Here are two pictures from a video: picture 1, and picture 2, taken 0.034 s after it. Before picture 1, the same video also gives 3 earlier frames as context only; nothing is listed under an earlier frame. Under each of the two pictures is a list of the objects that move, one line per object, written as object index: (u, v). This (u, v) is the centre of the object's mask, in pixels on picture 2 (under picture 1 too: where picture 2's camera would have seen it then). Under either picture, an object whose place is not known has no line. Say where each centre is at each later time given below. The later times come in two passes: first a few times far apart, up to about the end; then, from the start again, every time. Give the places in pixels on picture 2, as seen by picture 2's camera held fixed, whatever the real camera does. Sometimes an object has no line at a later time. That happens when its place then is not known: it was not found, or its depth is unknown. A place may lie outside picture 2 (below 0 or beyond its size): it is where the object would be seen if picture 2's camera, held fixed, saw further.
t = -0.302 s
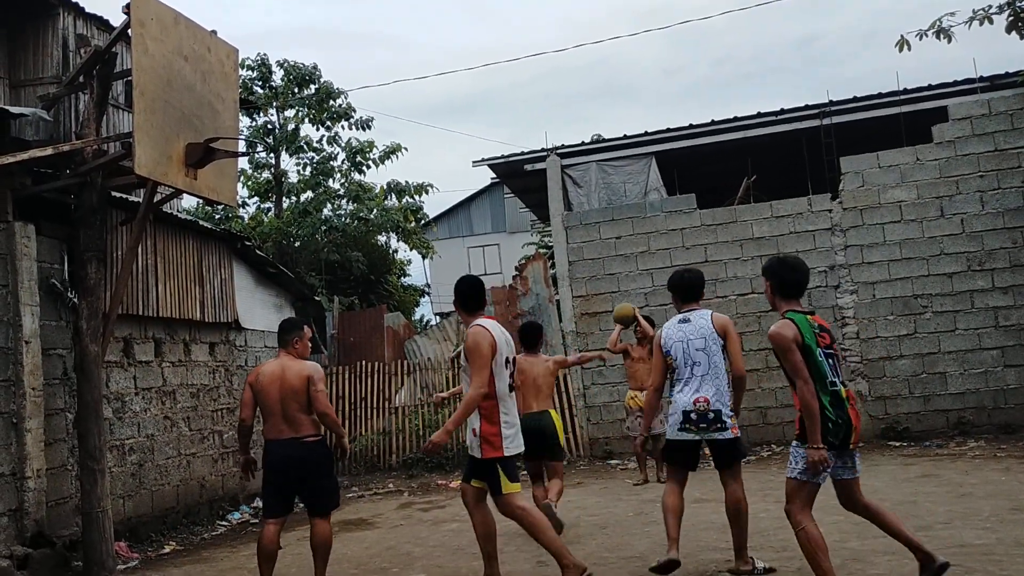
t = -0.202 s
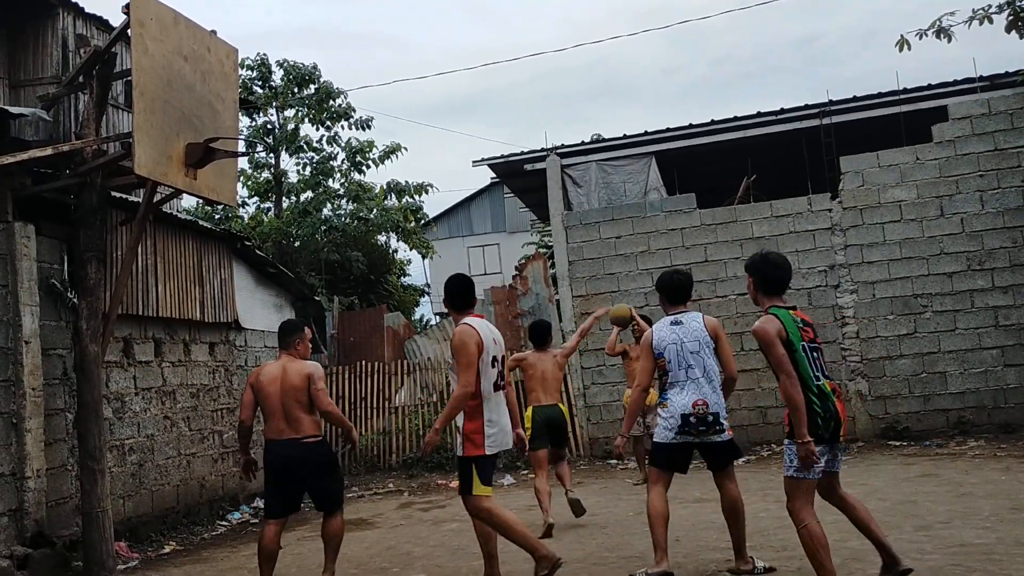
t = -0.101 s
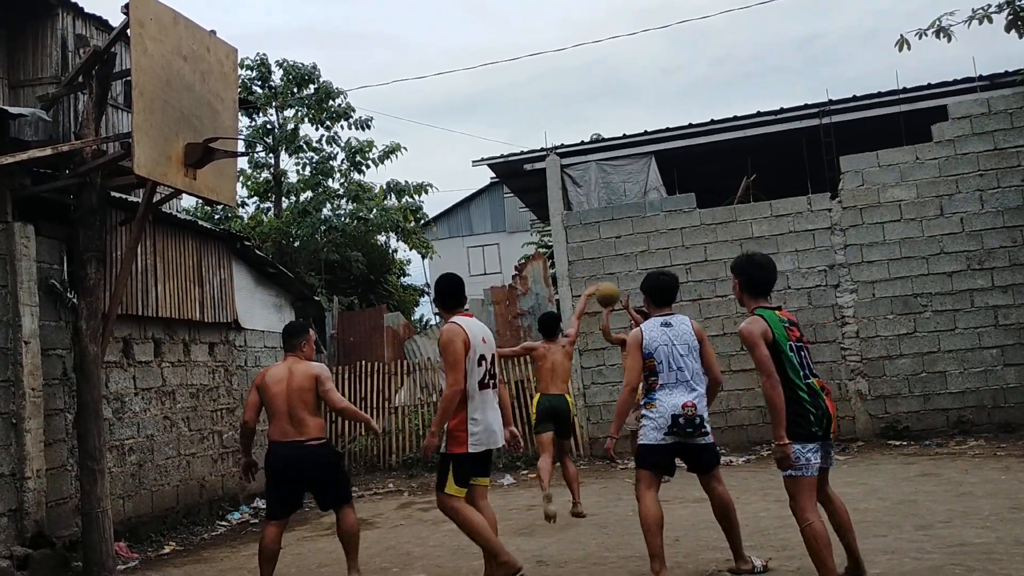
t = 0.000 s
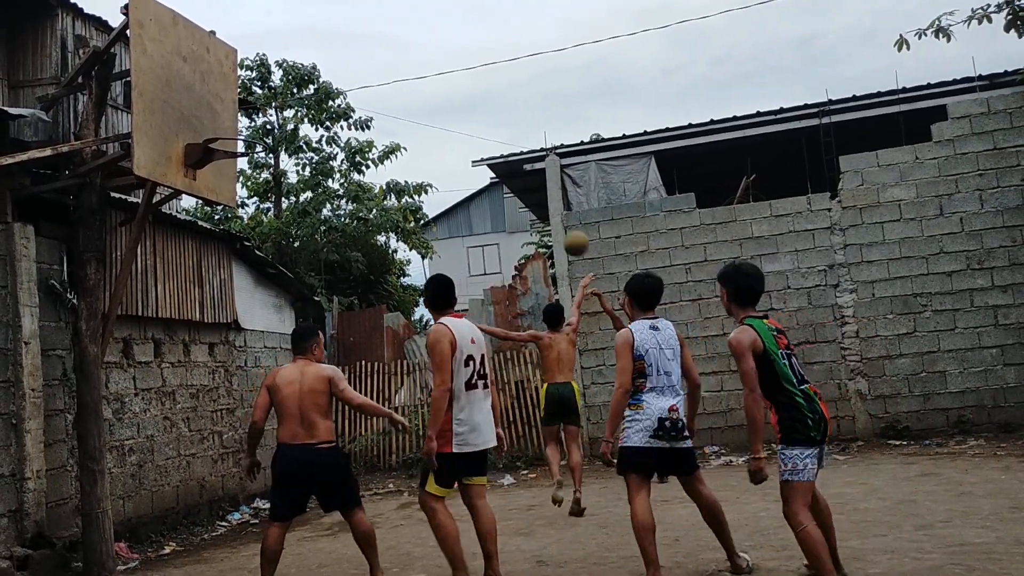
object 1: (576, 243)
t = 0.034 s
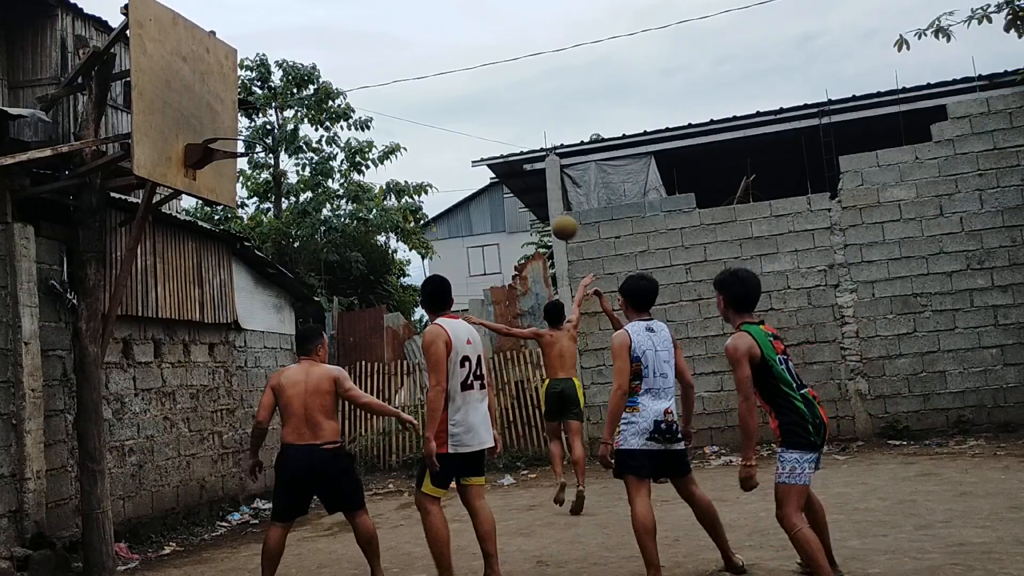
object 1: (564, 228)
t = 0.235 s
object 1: (493, 150)
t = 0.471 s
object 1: (403, 106)
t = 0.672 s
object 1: (318, 116)
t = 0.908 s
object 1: (319, 126)
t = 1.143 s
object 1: (402, 154)
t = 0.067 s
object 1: (552, 213)
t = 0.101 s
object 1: (541, 197)
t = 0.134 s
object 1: (530, 183)
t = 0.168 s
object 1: (517, 171)
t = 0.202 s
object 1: (507, 161)
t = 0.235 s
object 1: (493, 150)
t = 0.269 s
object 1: (481, 141)
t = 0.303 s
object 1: (468, 132)
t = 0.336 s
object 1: (455, 125)
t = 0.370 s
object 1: (443, 118)
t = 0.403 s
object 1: (429, 113)
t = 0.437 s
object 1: (416, 109)
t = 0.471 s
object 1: (403, 106)
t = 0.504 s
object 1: (390, 104)
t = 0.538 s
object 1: (376, 104)
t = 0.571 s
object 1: (361, 105)
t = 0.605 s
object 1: (346, 107)
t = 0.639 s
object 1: (333, 111)
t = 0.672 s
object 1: (318, 116)
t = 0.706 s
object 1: (302, 123)
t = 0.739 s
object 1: (286, 132)
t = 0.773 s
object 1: (272, 141)
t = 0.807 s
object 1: (283, 137)
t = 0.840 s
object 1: (295, 132)
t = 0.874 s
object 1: (307, 129)
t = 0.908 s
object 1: (319, 126)
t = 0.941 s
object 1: (330, 126)
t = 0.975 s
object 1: (342, 127)
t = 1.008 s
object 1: (354, 130)
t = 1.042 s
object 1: (366, 133)
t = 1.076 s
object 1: (378, 139)
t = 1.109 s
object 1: (390, 146)
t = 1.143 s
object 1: (402, 154)
